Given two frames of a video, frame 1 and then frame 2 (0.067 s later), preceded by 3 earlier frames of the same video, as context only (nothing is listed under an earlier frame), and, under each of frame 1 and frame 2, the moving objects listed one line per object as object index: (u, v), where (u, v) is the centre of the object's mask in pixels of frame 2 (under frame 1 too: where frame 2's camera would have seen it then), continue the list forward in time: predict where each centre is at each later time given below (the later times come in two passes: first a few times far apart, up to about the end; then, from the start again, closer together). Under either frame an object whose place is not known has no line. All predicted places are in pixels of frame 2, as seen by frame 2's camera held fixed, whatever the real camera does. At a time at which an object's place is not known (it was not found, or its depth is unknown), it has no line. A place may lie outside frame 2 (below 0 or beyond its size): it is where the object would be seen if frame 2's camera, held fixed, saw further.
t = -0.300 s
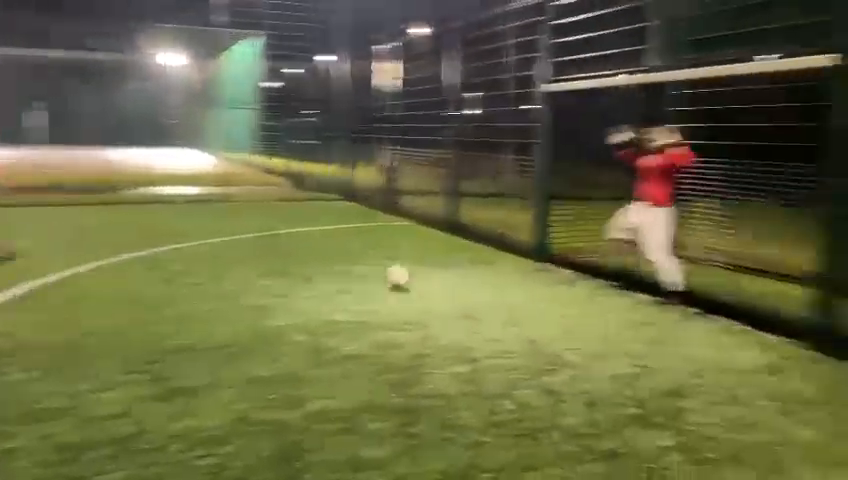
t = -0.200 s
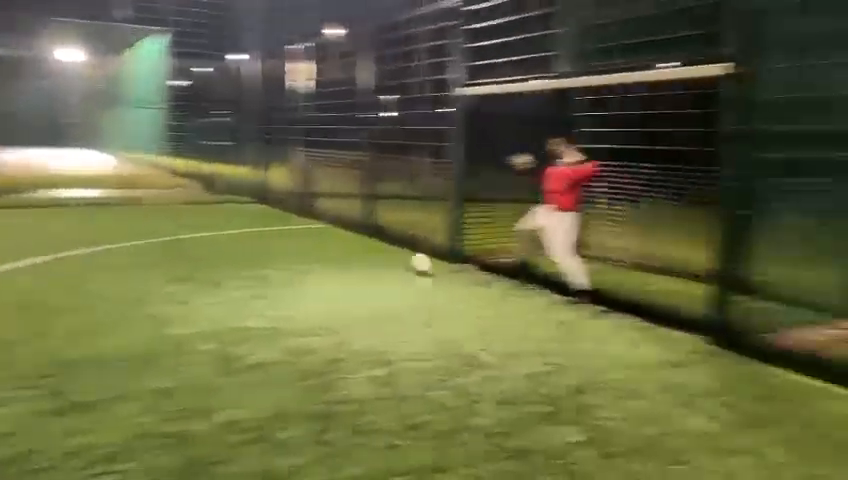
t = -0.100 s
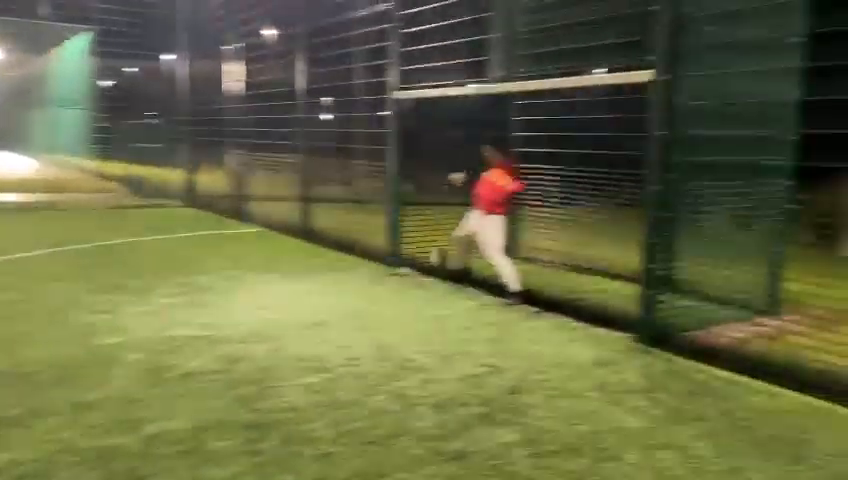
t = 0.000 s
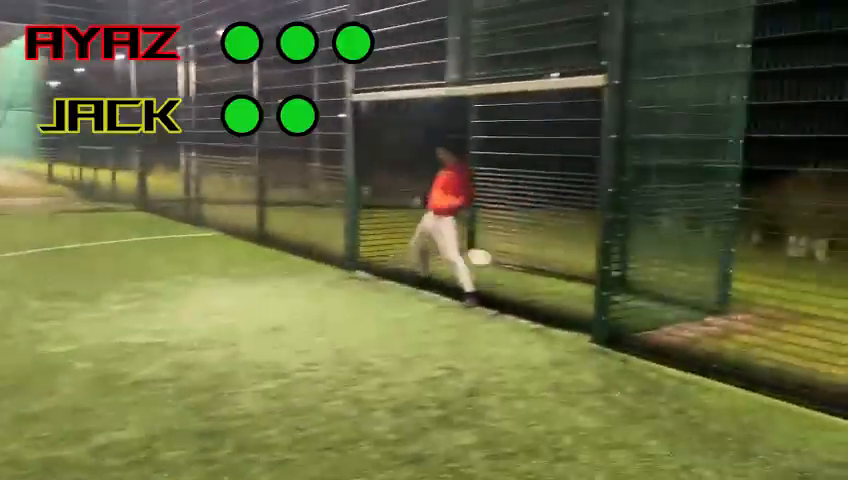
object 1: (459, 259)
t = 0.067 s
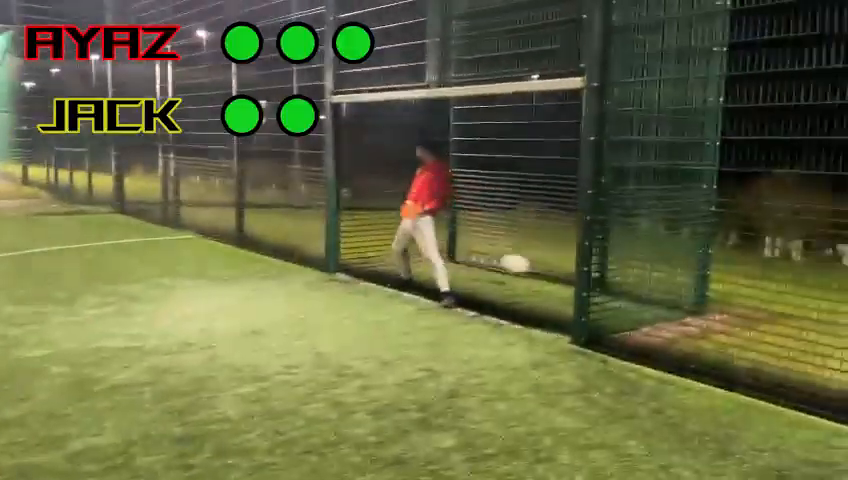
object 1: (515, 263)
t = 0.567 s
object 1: (471, 311)
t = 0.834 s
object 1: (319, 309)
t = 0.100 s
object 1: (543, 267)
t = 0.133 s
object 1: (567, 270)
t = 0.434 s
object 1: (561, 307)
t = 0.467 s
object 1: (533, 307)
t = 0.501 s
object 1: (512, 308)
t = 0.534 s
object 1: (492, 310)
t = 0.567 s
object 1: (471, 311)
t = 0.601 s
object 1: (453, 310)
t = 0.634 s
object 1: (430, 308)
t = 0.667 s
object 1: (409, 308)
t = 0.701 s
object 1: (389, 309)
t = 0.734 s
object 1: (369, 312)
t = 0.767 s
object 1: (352, 312)
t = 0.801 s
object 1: (335, 310)
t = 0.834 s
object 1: (319, 309)
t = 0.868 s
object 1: (301, 309)
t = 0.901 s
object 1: (283, 309)
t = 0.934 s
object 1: (265, 311)
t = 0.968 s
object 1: (249, 312)
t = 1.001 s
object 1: (238, 311)
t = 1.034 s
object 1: (225, 309)
